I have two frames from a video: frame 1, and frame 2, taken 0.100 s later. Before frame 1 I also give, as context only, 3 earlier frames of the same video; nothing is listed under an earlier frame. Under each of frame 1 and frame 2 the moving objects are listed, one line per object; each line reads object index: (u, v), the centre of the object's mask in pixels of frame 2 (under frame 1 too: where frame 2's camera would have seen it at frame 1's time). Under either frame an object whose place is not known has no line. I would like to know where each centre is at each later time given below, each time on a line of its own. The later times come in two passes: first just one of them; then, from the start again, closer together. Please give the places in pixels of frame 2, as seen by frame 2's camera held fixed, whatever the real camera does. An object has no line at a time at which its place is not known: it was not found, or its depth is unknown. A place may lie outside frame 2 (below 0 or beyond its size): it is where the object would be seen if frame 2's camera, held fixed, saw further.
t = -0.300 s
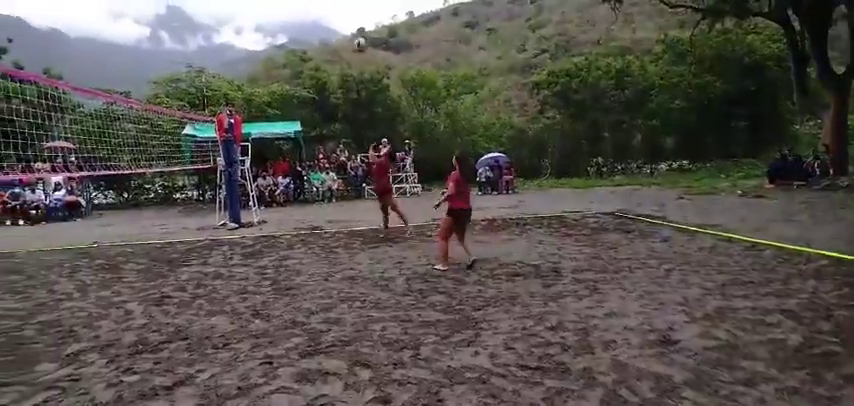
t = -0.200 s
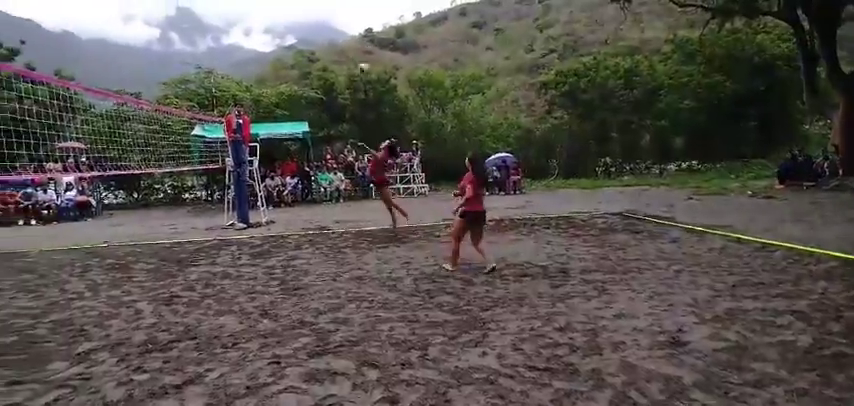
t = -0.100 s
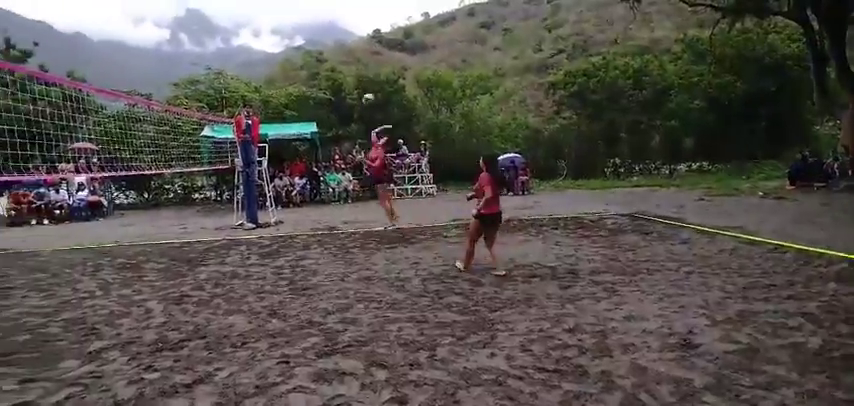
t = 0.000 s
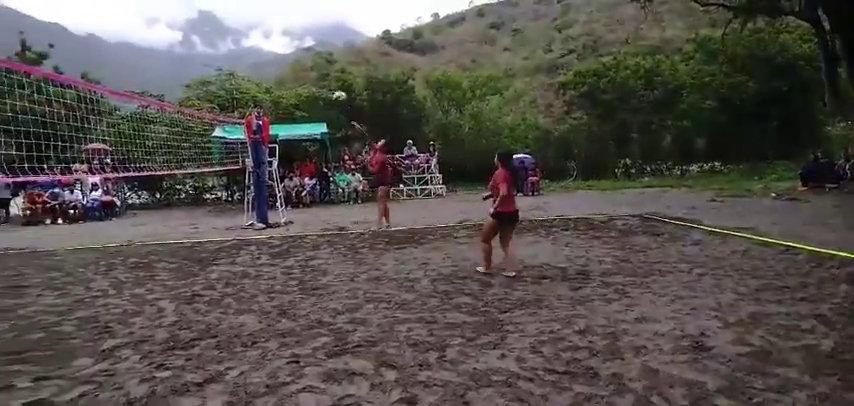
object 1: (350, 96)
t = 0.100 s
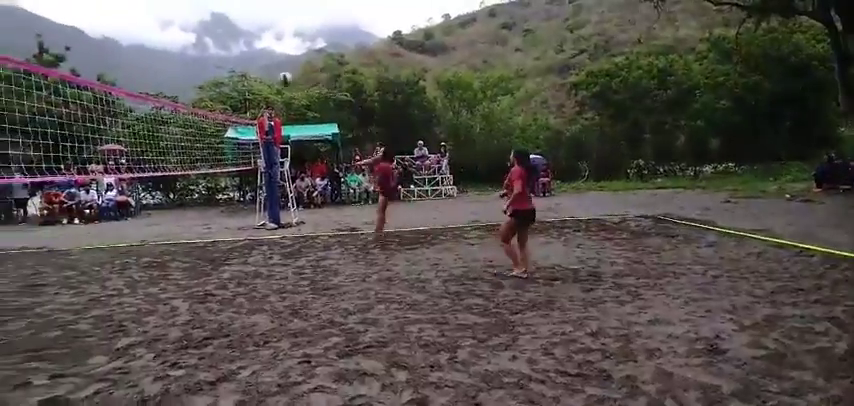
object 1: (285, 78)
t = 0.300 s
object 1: (126, 57)
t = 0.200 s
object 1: (210, 65)
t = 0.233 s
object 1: (183, 62)
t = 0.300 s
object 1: (126, 57)
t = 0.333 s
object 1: (96, 55)
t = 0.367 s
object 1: (64, 53)
